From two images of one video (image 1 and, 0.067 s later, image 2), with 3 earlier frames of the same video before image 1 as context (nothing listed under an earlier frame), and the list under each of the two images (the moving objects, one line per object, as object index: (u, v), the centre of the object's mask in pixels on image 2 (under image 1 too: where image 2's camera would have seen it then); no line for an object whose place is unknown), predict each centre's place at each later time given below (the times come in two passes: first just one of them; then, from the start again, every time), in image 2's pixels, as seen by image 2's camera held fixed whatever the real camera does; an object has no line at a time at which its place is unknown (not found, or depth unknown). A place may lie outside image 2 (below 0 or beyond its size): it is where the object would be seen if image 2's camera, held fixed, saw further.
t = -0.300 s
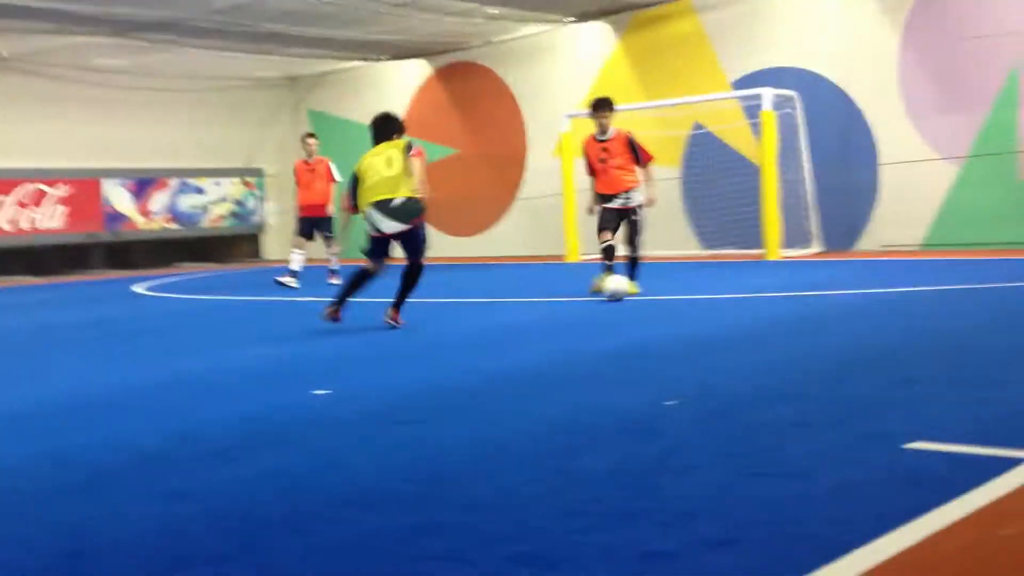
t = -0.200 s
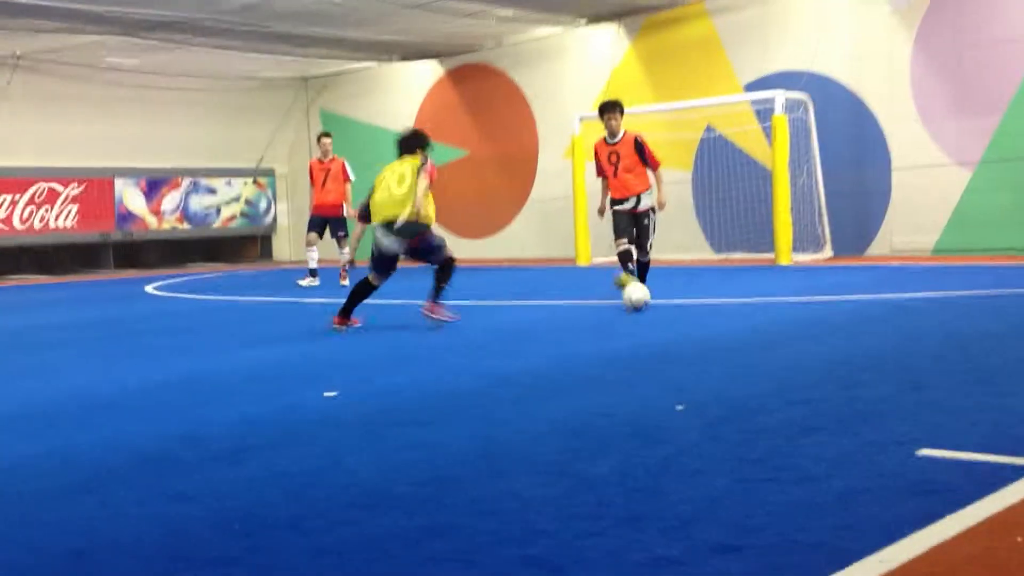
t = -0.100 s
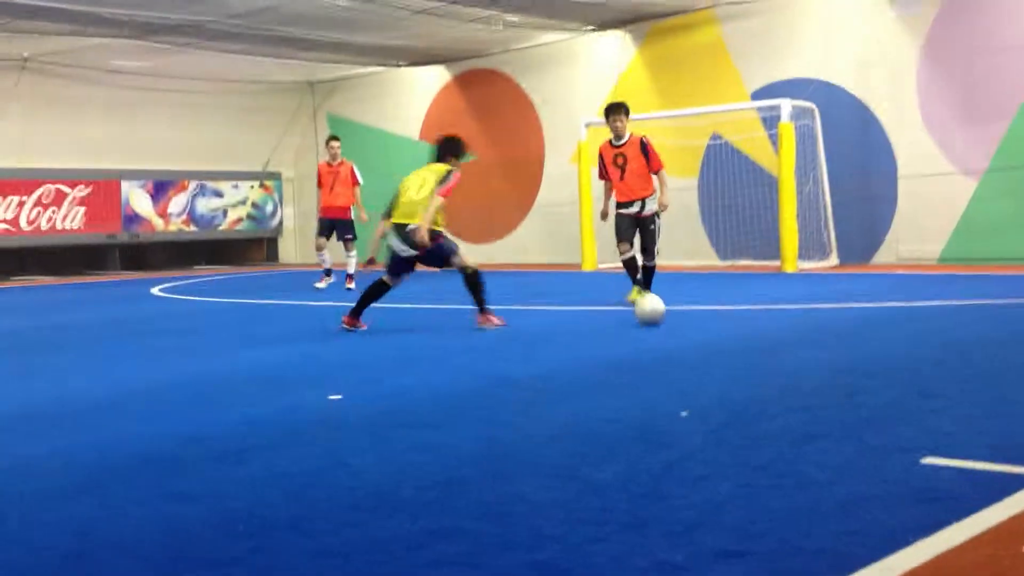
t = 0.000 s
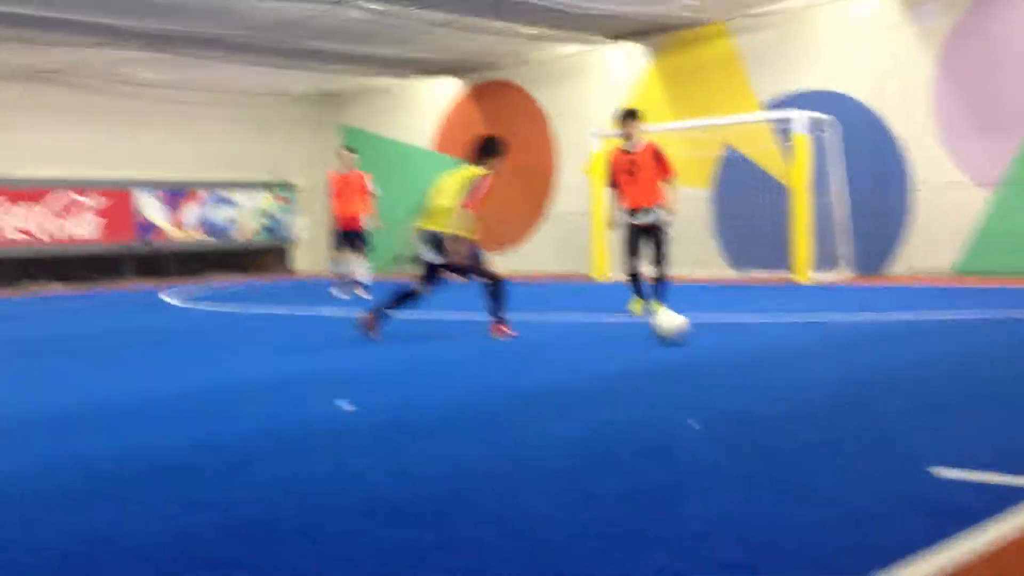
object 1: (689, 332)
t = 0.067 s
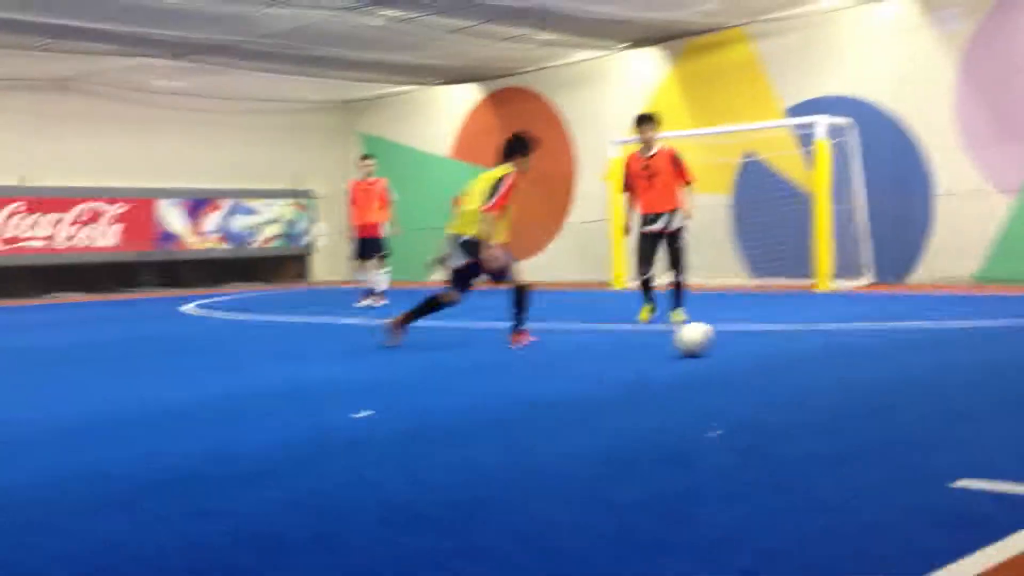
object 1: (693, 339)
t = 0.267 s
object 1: (706, 354)
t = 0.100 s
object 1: (696, 342)
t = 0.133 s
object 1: (700, 344)
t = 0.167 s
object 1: (703, 346)
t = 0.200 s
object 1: (705, 348)
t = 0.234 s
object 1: (706, 350)
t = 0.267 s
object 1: (706, 354)
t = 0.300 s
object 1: (708, 356)
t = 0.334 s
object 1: (709, 359)
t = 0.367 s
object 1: (709, 361)
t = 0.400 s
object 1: (710, 365)
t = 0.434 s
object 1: (713, 367)
